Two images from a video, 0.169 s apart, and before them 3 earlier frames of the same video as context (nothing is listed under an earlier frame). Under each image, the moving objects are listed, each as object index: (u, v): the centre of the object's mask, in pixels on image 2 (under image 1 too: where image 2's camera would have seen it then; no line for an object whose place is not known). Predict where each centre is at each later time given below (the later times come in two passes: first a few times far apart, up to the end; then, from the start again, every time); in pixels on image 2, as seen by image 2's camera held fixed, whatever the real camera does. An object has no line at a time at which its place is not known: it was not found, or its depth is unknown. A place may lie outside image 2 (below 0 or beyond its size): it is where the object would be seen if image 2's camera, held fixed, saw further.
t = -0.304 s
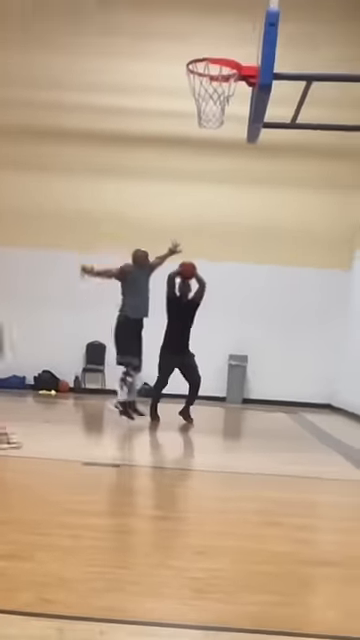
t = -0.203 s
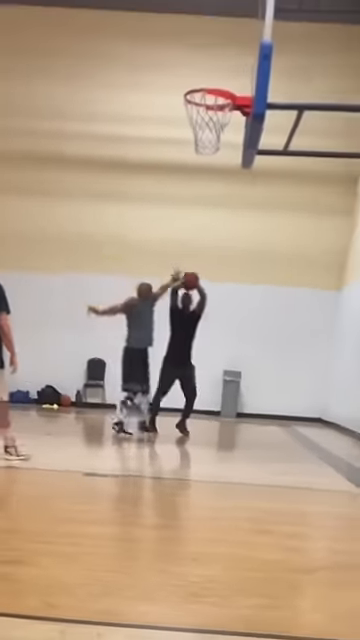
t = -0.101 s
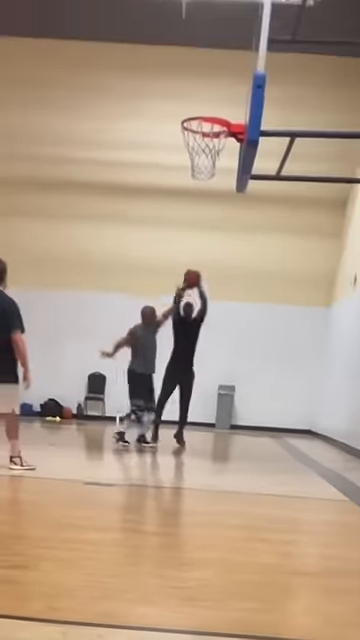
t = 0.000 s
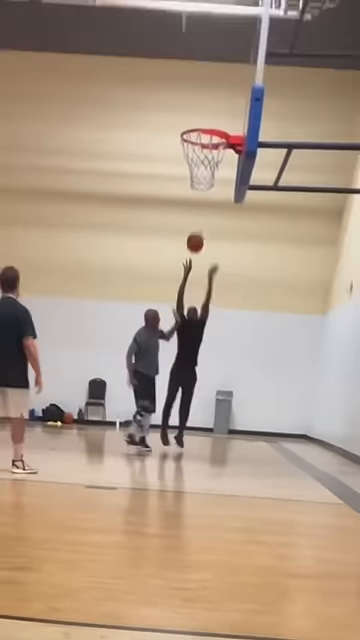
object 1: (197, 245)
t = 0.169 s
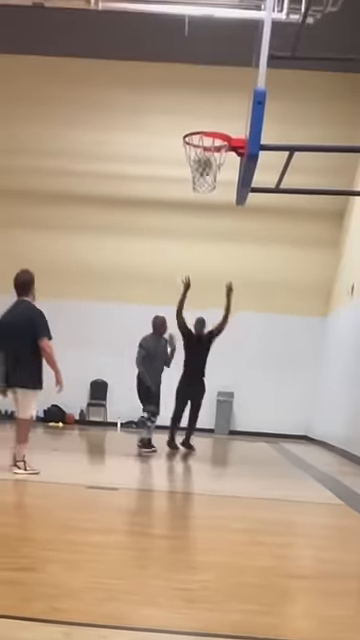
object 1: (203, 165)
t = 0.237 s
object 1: (203, 137)
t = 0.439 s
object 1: (207, 76)
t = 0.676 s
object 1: (206, 53)
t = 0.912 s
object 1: (197, 106)
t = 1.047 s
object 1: (219, 117)
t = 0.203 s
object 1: (202, 151)
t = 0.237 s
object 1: (203, 137)
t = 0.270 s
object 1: (205, 123)
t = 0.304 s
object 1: (206, 114)
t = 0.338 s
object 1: (206, 104)
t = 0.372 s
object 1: (207, 93)
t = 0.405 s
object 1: (207, 84)
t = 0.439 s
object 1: (207, 76)
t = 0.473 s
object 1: (207, 70)
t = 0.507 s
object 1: (208, 65)
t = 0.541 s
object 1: (208, 62)
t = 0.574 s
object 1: (206, 57)
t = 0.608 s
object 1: (206, 55)
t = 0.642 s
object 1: (206, 52)
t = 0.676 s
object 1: (206, 53)
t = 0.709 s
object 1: (204, 56)
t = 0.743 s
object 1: (203, 61)
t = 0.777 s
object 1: (202, 67)
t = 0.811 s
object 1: (201, 74)
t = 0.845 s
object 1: (200, 84)
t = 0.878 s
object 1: (198, 95)
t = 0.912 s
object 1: (197, 106)
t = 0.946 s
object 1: (195, 121)
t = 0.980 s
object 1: (202, 119)
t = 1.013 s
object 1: (211, 117)
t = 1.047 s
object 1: (219, 117)
